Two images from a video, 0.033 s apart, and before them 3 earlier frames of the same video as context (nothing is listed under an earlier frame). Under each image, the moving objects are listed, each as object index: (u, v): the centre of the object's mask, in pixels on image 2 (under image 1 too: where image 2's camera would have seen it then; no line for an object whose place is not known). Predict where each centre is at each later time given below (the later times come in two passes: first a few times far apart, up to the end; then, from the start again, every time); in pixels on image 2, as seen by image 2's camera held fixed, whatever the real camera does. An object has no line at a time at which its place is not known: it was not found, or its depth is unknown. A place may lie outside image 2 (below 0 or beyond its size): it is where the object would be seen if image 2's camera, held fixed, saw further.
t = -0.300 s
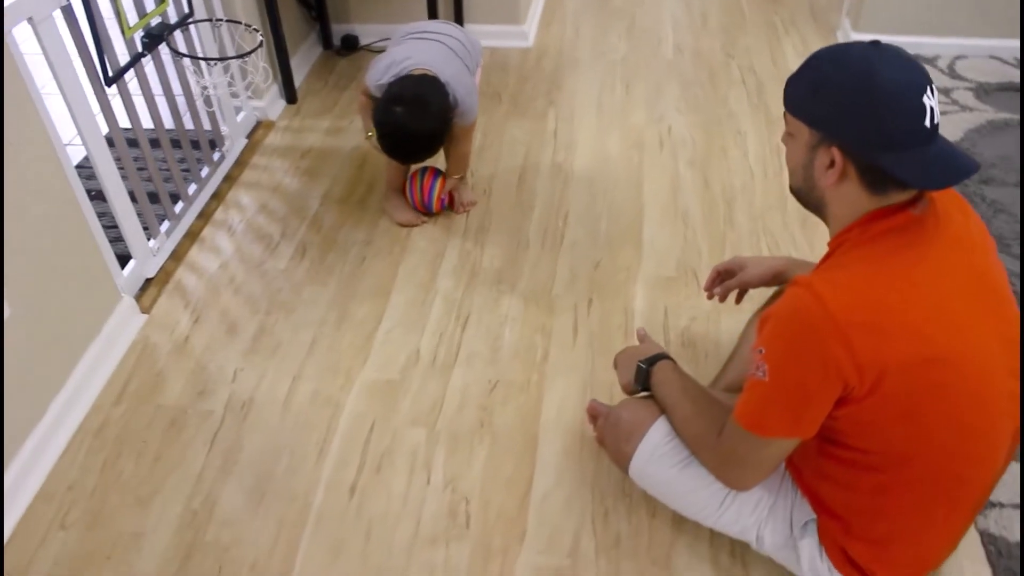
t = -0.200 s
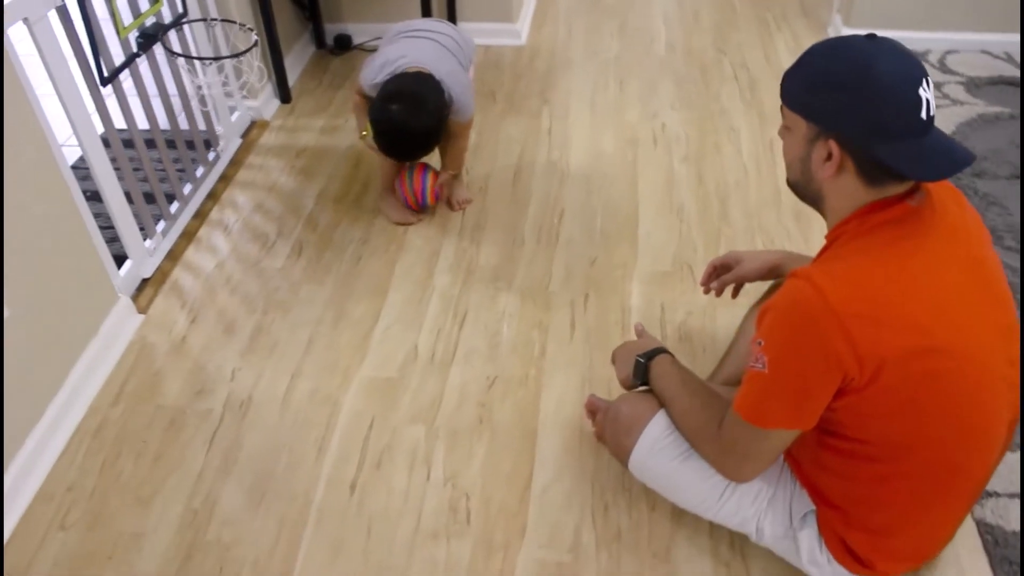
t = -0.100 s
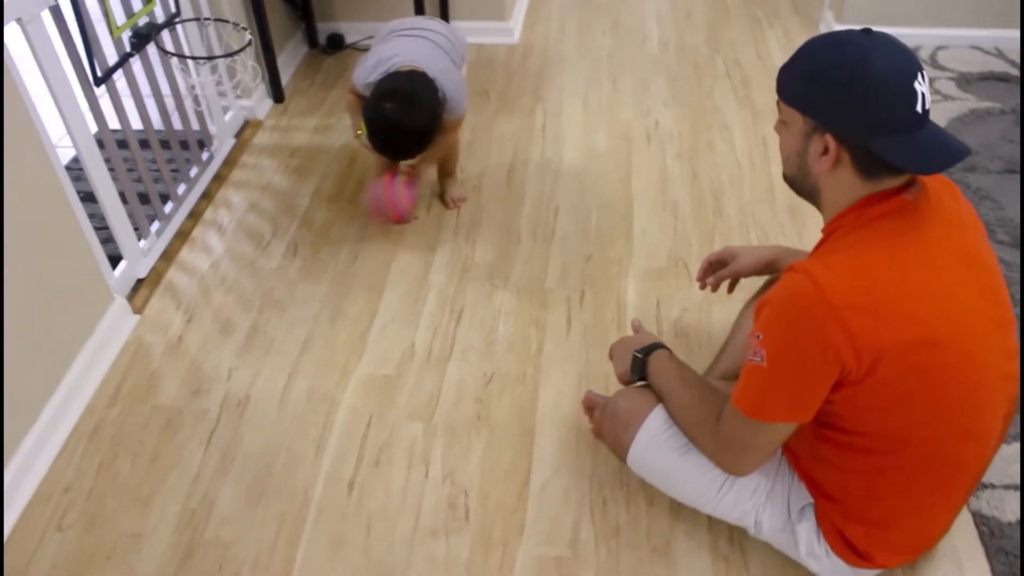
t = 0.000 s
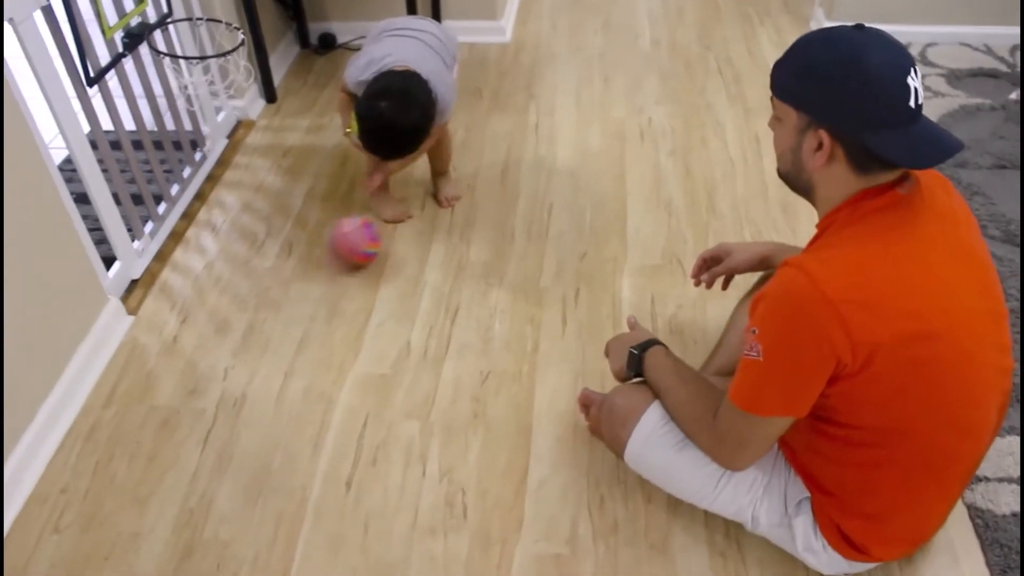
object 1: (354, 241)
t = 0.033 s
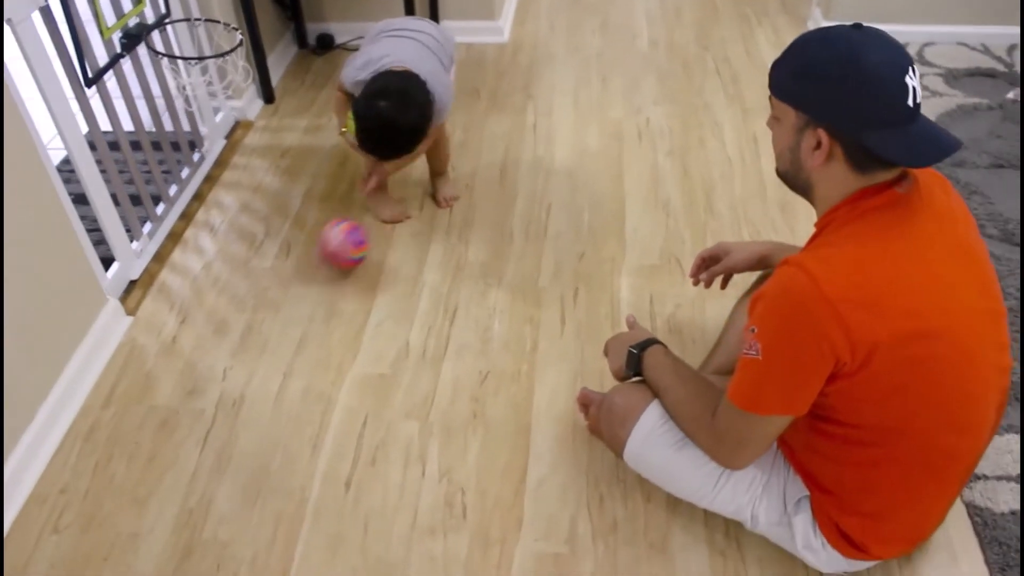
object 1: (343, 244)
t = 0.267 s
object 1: (279, 319)
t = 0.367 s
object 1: (249, 353)
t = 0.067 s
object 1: (334, 250)
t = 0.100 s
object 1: (324, 259)
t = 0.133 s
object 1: (317, 275)
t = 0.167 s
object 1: (308, 291)
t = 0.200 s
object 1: (298, 298)
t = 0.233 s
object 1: (288, 306)
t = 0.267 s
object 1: (279, 319)
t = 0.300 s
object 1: (269, 336)
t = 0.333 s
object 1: (260, 343)
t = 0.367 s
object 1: (249, 353)
